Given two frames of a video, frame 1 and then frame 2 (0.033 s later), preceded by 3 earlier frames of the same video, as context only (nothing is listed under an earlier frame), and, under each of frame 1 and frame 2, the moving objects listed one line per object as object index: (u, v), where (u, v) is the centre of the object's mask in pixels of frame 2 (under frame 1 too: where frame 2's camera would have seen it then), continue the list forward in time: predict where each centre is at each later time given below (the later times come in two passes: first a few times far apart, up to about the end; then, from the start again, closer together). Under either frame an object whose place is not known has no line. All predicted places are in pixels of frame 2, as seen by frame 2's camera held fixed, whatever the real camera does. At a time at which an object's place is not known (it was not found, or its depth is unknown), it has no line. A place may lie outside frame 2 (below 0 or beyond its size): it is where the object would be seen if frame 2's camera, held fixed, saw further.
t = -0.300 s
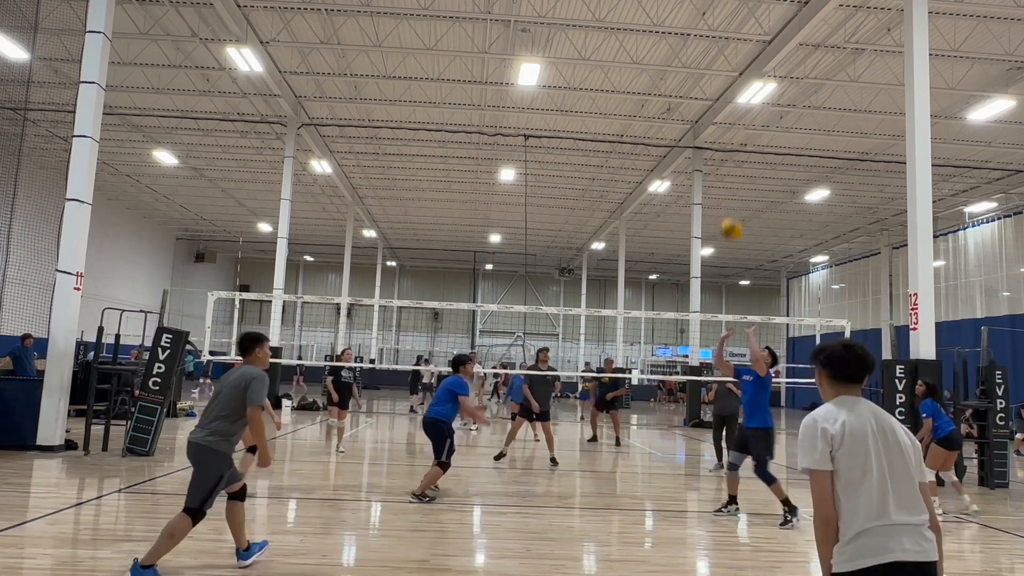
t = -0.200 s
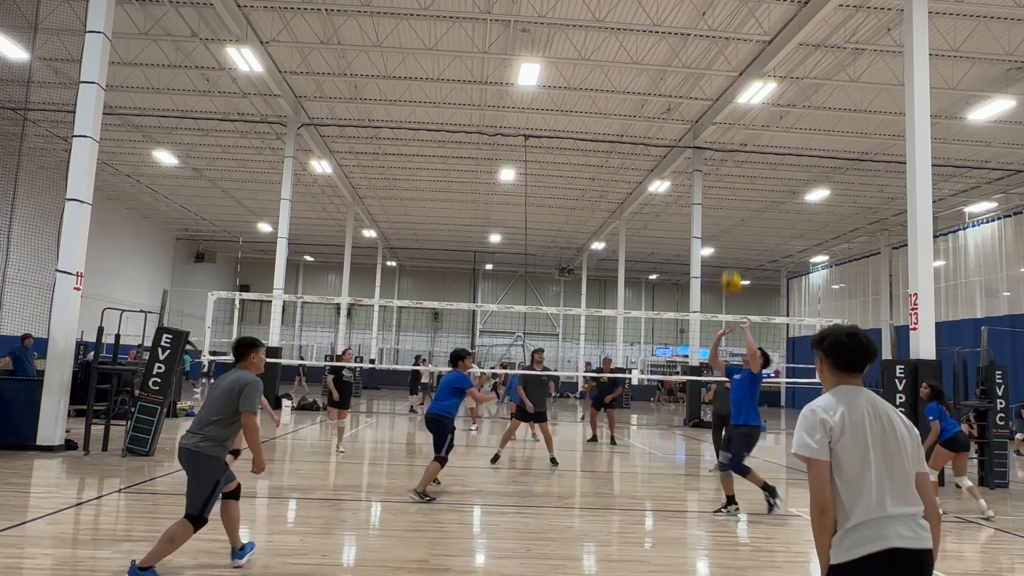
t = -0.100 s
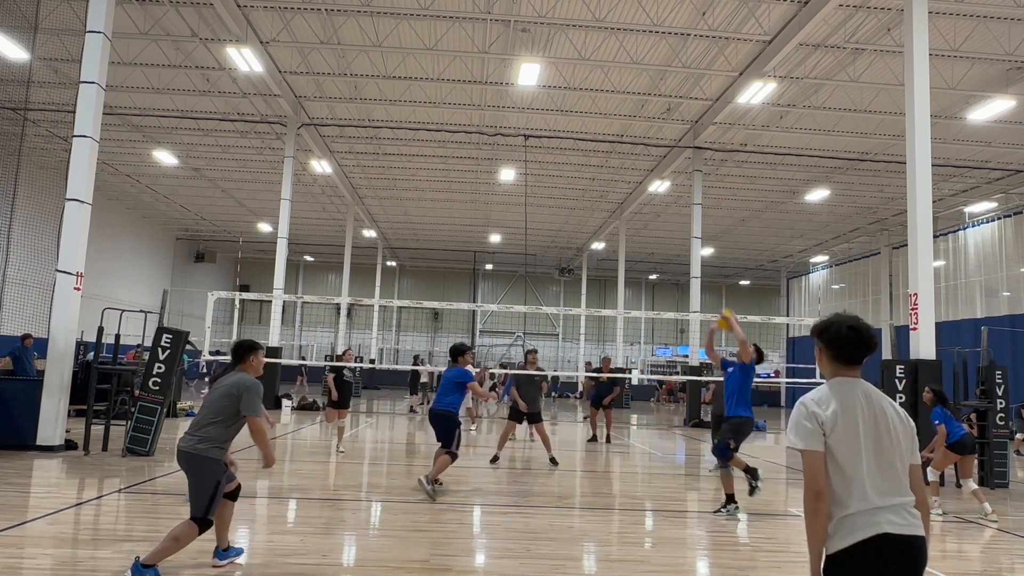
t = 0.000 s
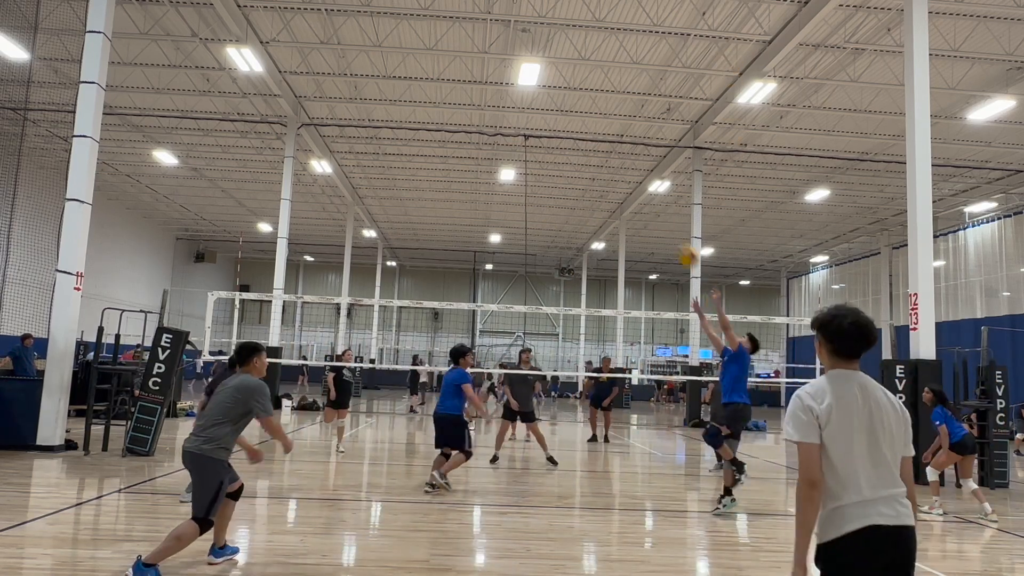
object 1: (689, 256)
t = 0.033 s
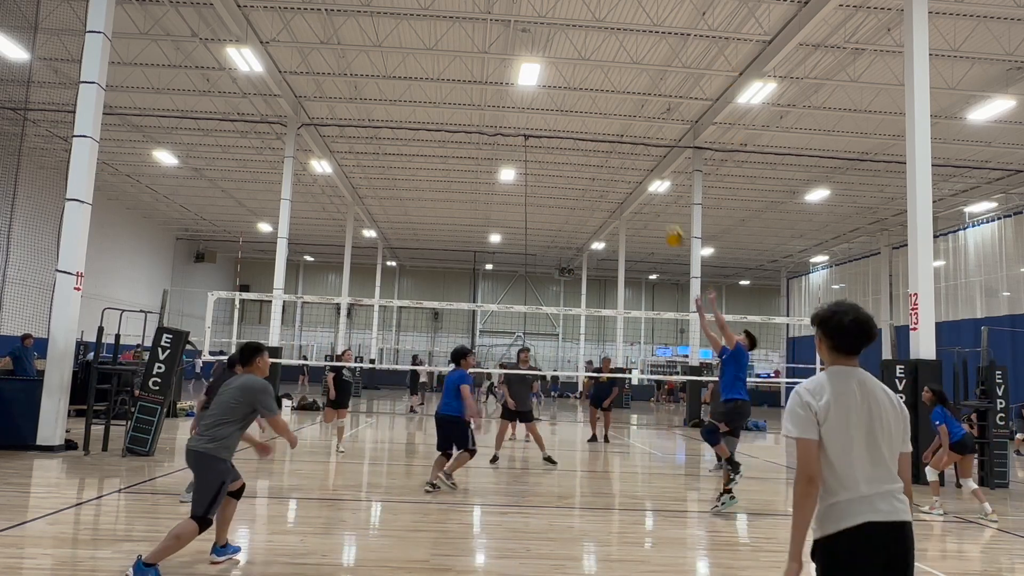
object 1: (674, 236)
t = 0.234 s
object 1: (602, 149)
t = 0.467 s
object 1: (525, 95)
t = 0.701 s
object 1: (453, 88)
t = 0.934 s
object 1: (386, 122)
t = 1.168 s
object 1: (320, 196)
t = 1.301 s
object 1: (284, 256)
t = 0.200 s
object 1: (613, 161)
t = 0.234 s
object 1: (602, 149)
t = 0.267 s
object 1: (589, 137)
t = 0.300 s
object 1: (578, 127)
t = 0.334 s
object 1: (567, 118)
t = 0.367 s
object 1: (555, 110)
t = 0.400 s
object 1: (545, 104)
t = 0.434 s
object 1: (534, 98)
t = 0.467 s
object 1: (525, 95)
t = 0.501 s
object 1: (513, 91)
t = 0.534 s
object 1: (504, 87)
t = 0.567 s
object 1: (493, 85)
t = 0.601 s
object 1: (483, 84)
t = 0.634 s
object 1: (473, 85)
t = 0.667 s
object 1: (463, 85)
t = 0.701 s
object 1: (453, 88)
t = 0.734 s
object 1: (443, 90)
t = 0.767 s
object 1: (434, 94)
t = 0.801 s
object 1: (424, 98)
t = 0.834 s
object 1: (414, 103)
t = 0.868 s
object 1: (405, 109)
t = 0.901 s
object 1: (395, 116)
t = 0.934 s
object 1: (386, 122)
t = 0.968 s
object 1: (376, 131)
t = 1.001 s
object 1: (367, 140)
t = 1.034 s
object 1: (357, 150)
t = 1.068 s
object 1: (348, 161)
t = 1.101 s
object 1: (339, 172)
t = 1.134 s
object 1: (330, 184)
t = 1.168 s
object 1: (320, 196)
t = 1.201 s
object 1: (311, 211)
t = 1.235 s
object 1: (302, 225)
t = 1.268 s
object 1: (293, 241)
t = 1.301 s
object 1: (284, 256)
